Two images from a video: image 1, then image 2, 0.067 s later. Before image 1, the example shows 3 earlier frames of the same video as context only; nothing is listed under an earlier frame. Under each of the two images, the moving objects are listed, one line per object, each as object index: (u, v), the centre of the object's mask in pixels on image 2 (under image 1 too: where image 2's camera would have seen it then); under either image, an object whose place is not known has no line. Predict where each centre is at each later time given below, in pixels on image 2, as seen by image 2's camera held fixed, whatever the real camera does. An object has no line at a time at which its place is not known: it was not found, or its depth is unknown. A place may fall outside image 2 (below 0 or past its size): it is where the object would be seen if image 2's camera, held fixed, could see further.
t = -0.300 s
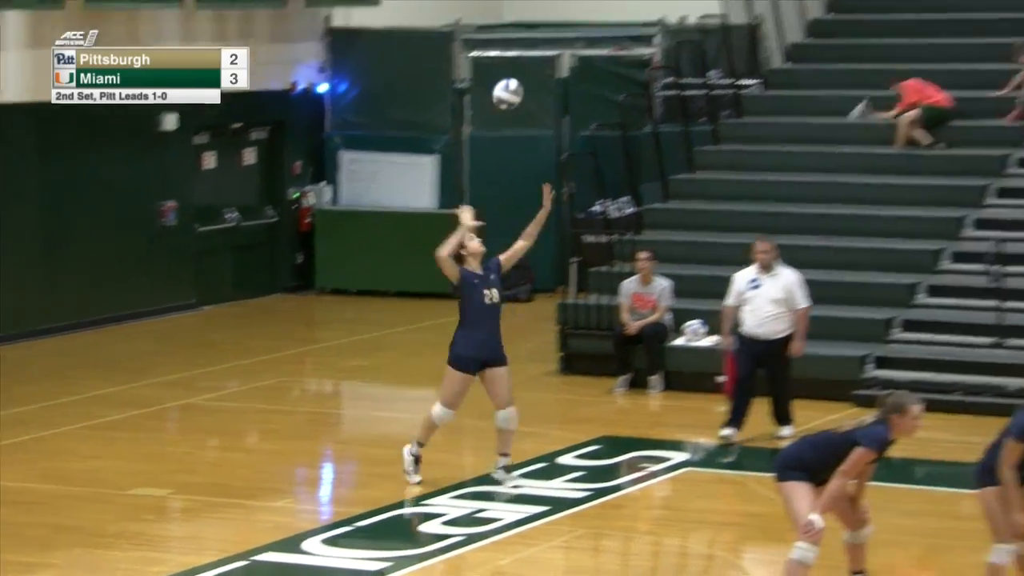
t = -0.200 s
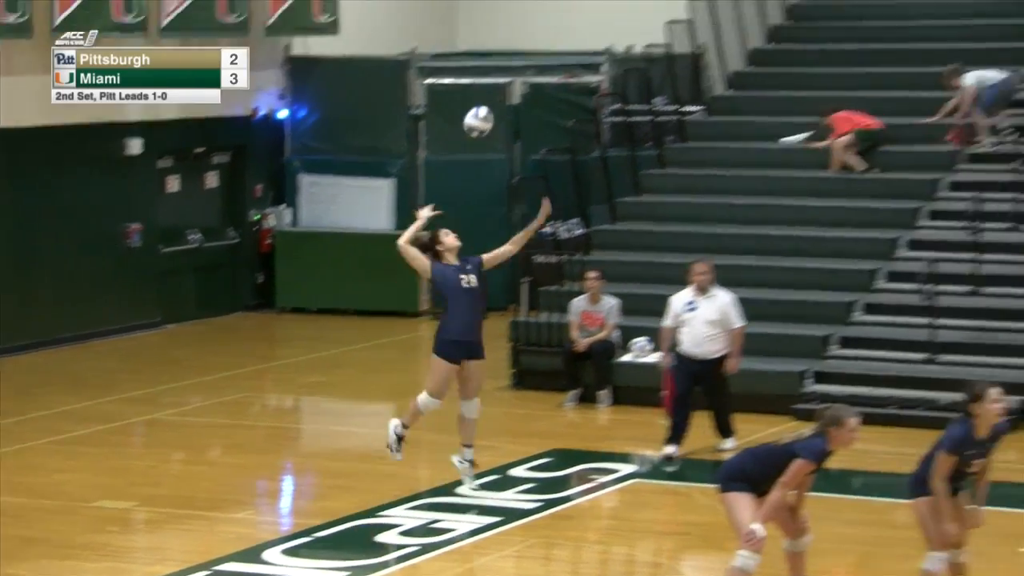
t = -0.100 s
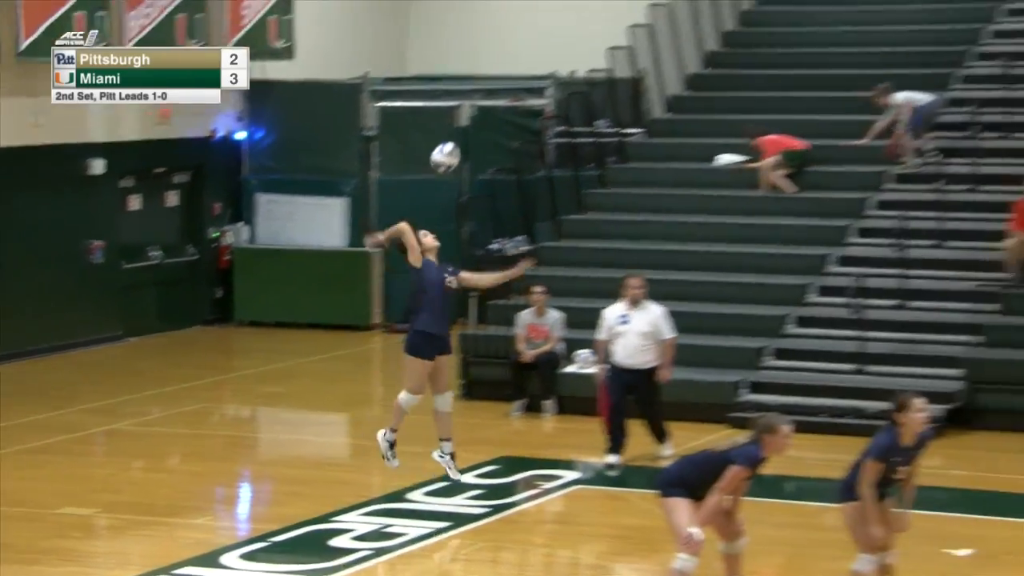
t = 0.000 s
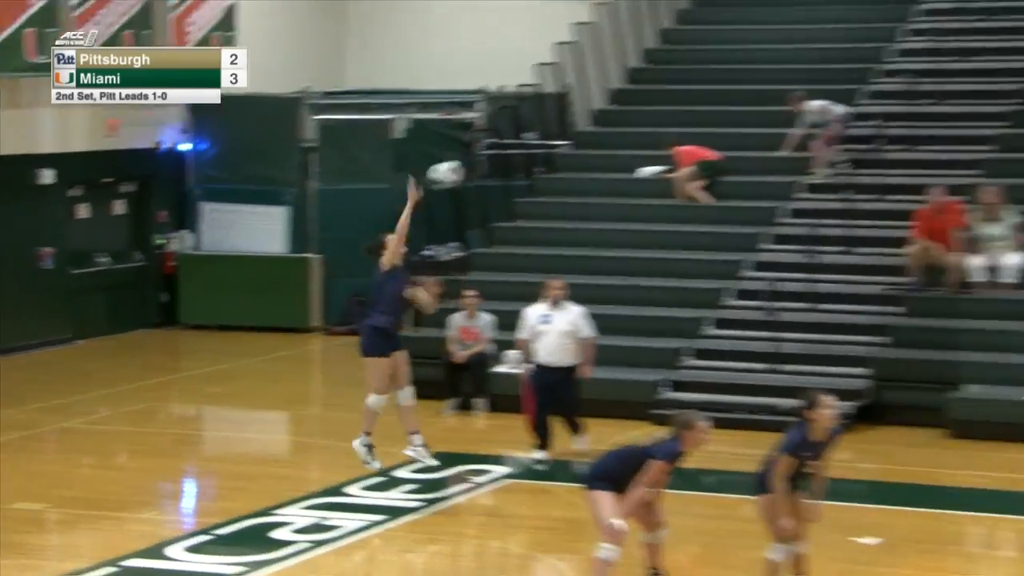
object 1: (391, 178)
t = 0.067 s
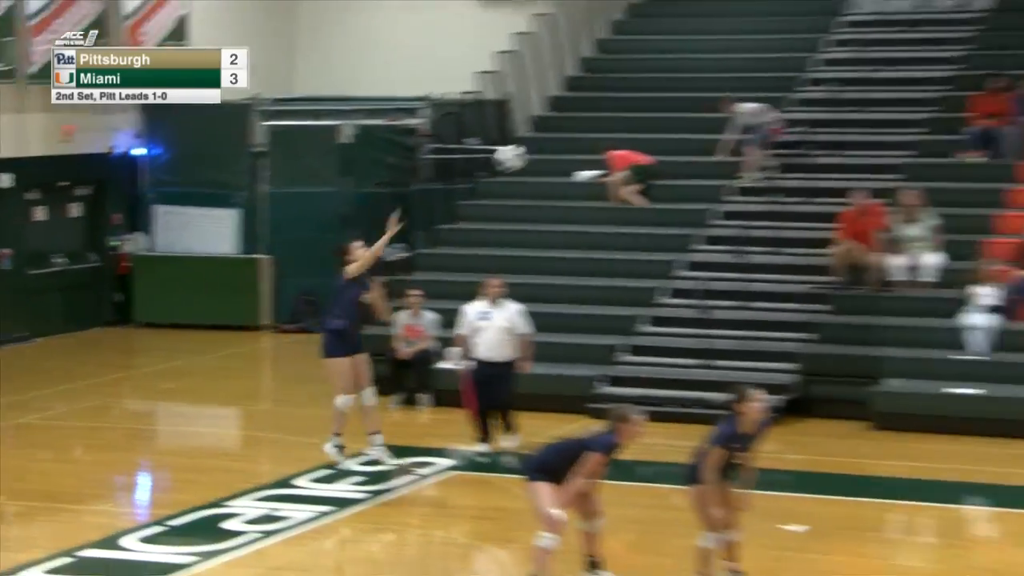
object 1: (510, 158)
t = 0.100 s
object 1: (571, 149)
